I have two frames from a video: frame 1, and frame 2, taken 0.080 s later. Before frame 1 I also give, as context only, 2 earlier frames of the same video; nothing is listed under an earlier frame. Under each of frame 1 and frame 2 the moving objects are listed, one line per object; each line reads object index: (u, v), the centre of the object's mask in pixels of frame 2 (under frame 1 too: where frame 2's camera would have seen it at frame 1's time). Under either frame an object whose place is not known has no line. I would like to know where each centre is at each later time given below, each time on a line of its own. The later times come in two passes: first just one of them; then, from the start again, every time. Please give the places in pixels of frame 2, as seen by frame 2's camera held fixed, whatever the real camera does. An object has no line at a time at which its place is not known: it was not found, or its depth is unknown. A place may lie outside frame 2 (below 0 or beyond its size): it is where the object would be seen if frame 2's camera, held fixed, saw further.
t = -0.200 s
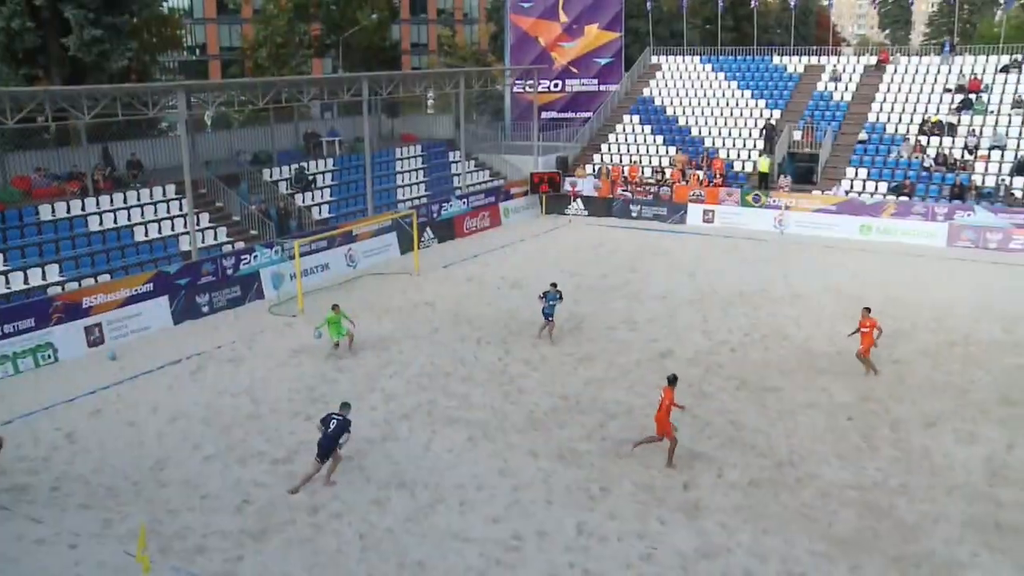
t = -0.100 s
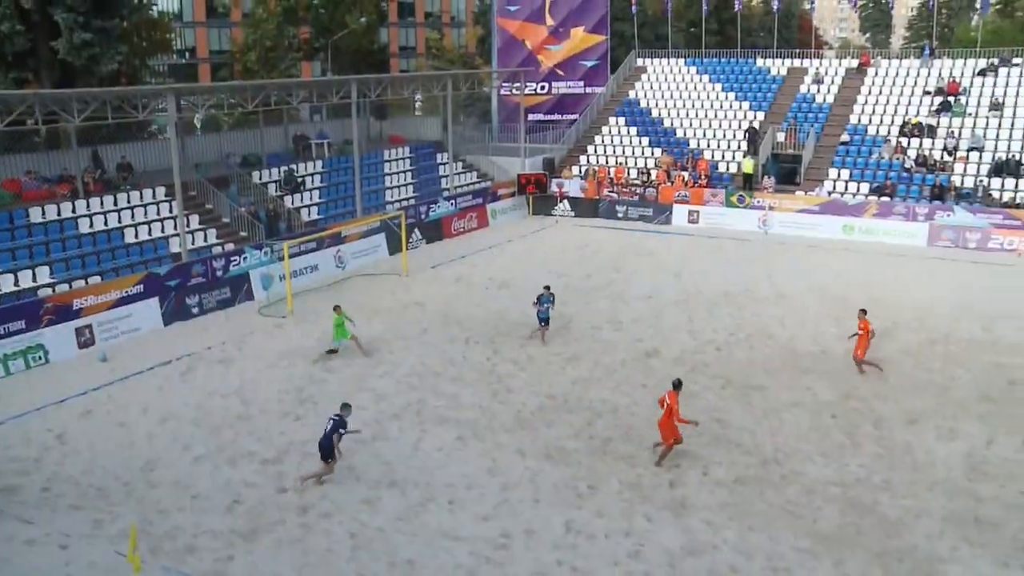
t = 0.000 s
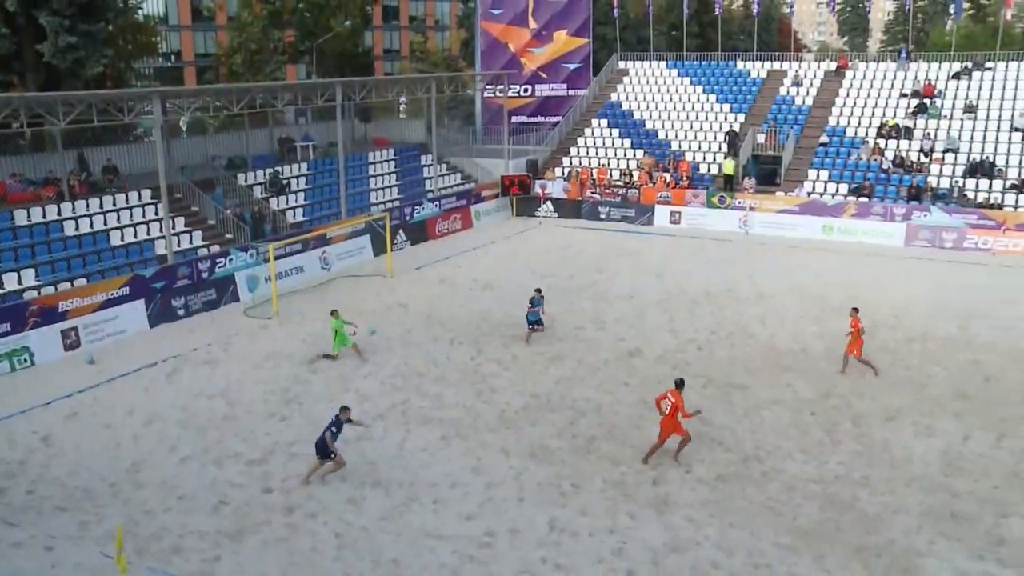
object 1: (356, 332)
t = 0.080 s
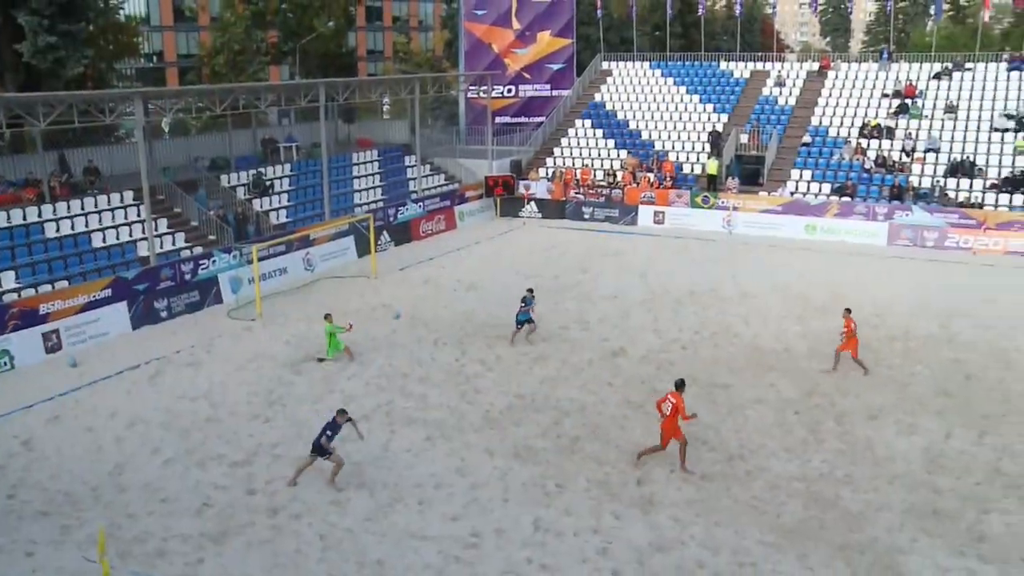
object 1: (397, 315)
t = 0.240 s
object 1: (476, 289)
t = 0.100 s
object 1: (407, 312)
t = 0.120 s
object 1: (416, 308)
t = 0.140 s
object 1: (427, 304)
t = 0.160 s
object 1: (436, 301)
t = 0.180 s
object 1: (447, 298)
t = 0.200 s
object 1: (456, 295)
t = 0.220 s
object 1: (467, 292)
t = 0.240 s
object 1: (476, 289)
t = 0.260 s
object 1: (486, 287)
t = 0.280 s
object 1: (497, 285)
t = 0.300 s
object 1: (507, 284)
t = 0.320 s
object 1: (517, 281)
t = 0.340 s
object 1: (527, 281)
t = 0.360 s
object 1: (537, 279)
